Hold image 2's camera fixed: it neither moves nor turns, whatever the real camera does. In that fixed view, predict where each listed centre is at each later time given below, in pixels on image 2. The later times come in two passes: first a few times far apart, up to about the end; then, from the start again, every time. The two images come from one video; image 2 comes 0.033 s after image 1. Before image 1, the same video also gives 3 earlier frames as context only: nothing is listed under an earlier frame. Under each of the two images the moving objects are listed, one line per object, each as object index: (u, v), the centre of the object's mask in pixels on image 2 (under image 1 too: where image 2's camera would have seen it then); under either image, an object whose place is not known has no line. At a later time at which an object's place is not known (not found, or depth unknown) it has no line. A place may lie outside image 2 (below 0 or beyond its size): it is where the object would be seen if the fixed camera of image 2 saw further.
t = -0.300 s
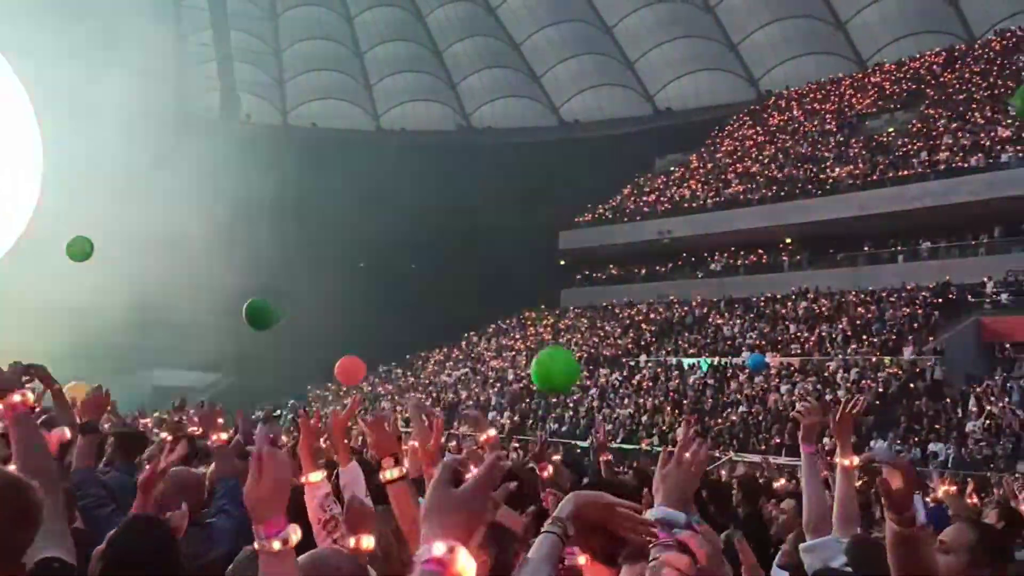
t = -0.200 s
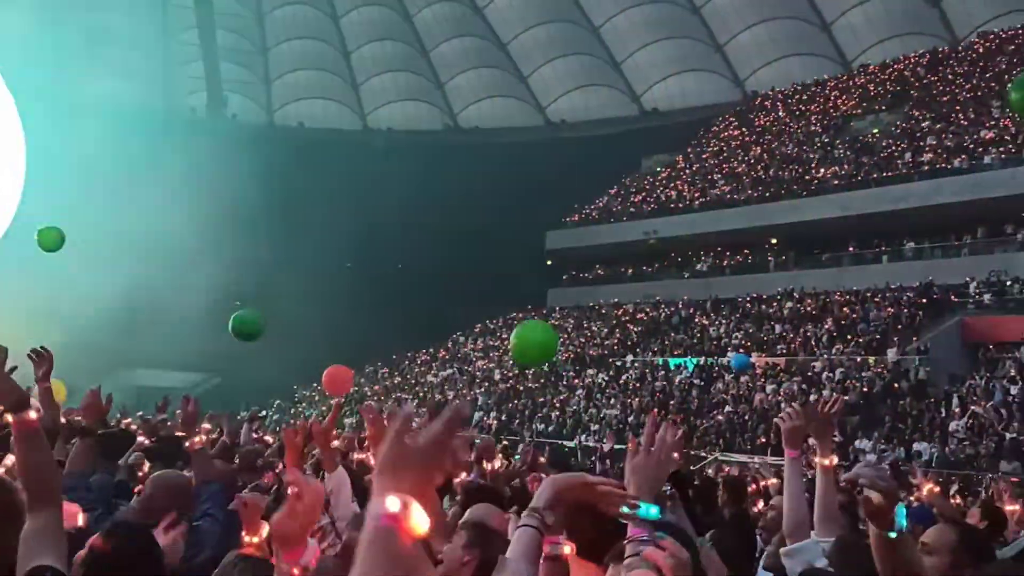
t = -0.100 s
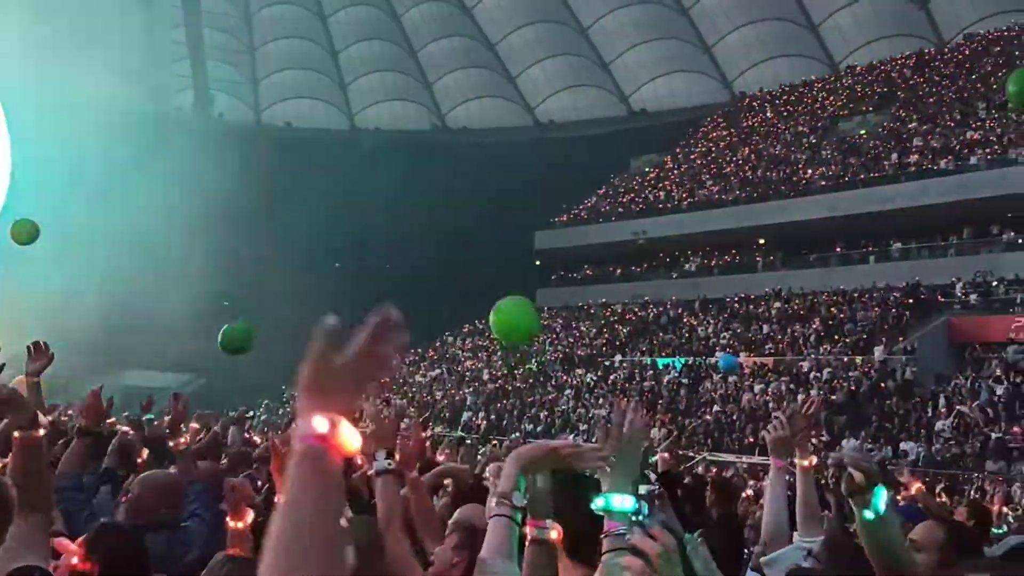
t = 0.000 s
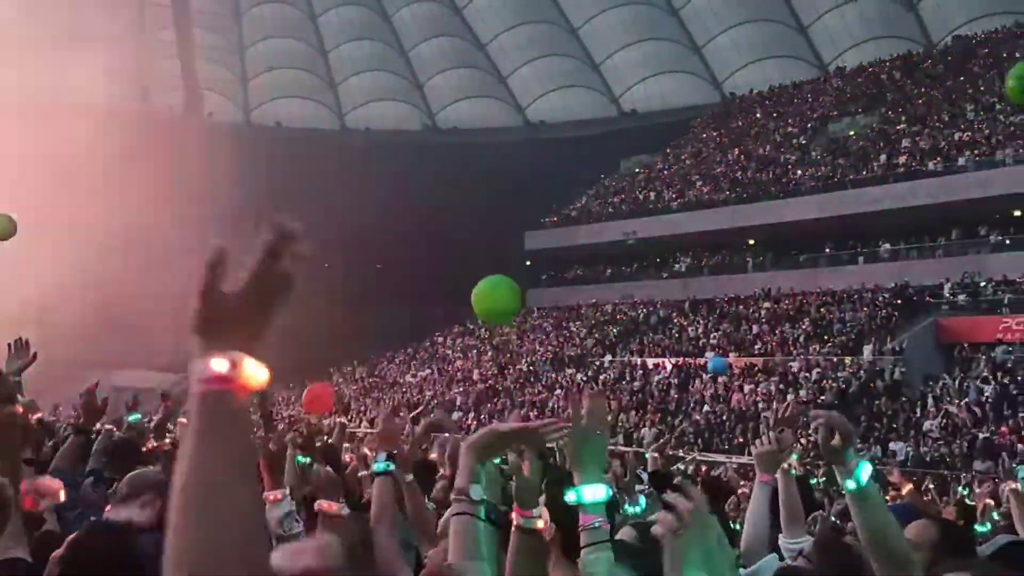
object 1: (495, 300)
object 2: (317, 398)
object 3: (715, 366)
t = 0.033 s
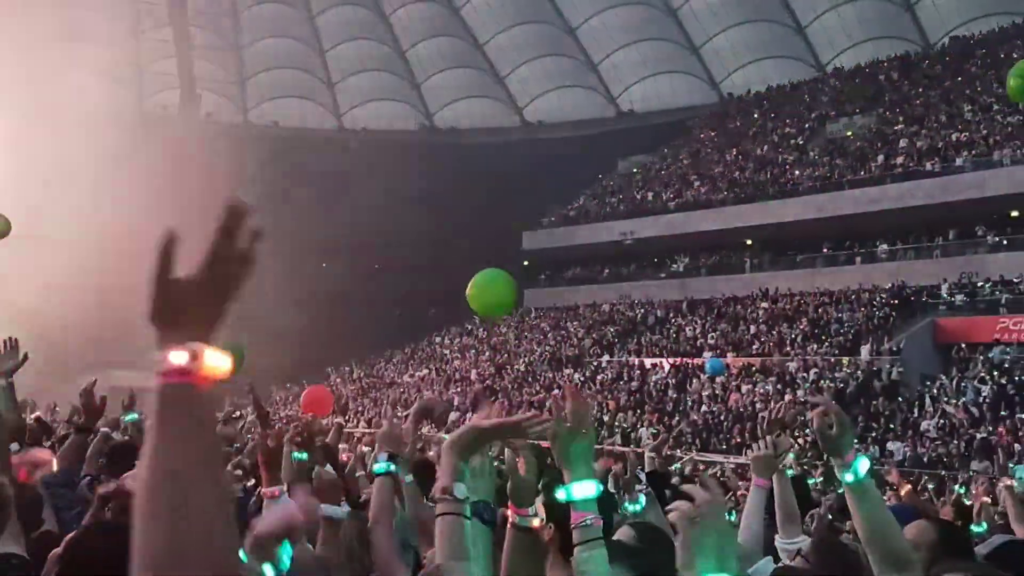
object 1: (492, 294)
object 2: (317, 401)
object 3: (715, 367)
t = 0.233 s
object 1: (480, 263)
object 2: (319, 402)
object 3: (715, 370)
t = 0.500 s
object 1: (468, 238)
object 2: (322, 402)
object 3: (717, 377)
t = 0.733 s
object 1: (461, 225)
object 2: (324, 405)
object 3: (717, 381)
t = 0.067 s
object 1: (490, 287)
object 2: (317, 403)
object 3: (715, 367)
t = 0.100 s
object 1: (487, 282)
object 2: (318, 402)
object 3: (715, 368)
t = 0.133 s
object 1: (485, 276)
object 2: (318, 402)
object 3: (715, 368)
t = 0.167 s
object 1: (484, 272)
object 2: (318, 402)
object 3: (715, 369)
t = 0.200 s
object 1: (482, 267)
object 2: (318, 401)
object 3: (715, 369)
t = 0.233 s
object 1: (480, 263)
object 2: (319, 402)
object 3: (715, 370)
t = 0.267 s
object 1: (478, 259)
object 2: (319, 402)
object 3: (715, 370)
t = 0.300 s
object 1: (477, 255)
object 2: (319, 401)
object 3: (715, 372)
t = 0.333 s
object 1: (475, 252)
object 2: (320, 401)
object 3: (715, 373)
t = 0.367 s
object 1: (474, 249)
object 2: (320, 401)
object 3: (716, 373)
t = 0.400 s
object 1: (473, 245)
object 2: (321, 401)
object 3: (716, 374)
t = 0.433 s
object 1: (471, 242)
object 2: (321, 401)
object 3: (716, 375)
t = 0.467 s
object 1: (470, 240)
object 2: (322, 401)
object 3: (716, 375)
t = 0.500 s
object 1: (468, 238)
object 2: (322, 402)
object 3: (717, 377)
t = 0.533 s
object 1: (467, 236)
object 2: (322, 402)
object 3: (717, 377)
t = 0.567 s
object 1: (466, 234)
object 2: (323, 402)
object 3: (717, 377)
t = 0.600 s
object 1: (465, 232)
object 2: (323, 402)
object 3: (718, 378)
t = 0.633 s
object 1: (464, 230)
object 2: (323, 403)
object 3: (718, 378)
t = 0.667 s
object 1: (464, 228)
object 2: (324, 404)
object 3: (718, 378)
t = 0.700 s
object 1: (463, 226)
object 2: (324, 403)
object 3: (718, 379)
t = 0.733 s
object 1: (461, 225)
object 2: (324, 405)
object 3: (717, 381)
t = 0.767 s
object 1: (460, 223)
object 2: (325, 405)
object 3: (718, 382)
